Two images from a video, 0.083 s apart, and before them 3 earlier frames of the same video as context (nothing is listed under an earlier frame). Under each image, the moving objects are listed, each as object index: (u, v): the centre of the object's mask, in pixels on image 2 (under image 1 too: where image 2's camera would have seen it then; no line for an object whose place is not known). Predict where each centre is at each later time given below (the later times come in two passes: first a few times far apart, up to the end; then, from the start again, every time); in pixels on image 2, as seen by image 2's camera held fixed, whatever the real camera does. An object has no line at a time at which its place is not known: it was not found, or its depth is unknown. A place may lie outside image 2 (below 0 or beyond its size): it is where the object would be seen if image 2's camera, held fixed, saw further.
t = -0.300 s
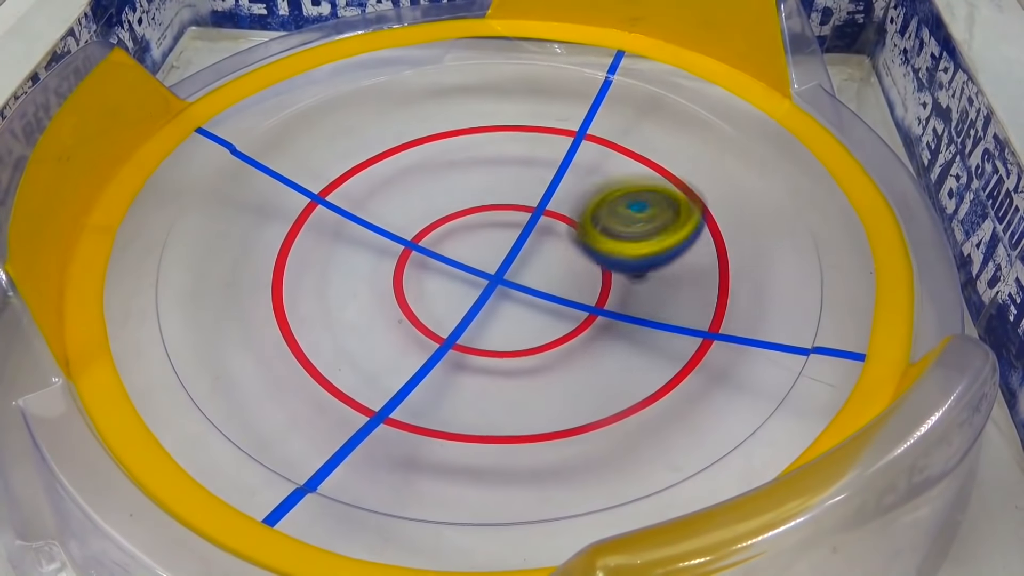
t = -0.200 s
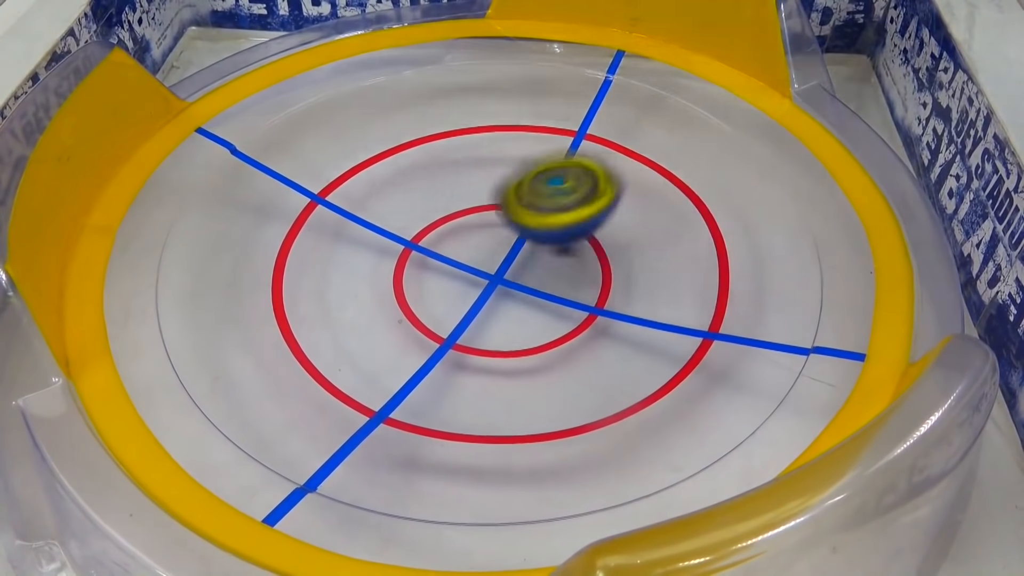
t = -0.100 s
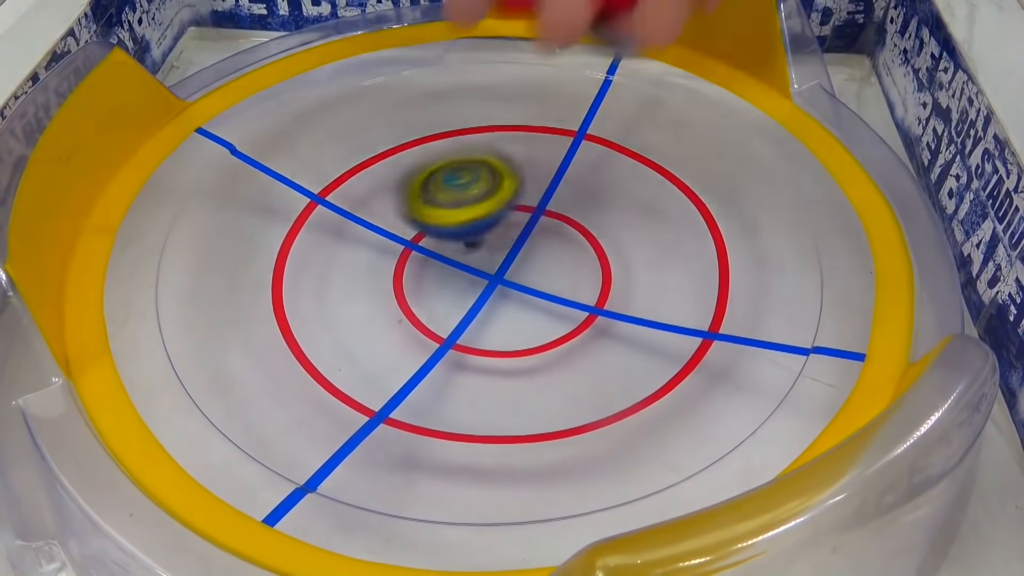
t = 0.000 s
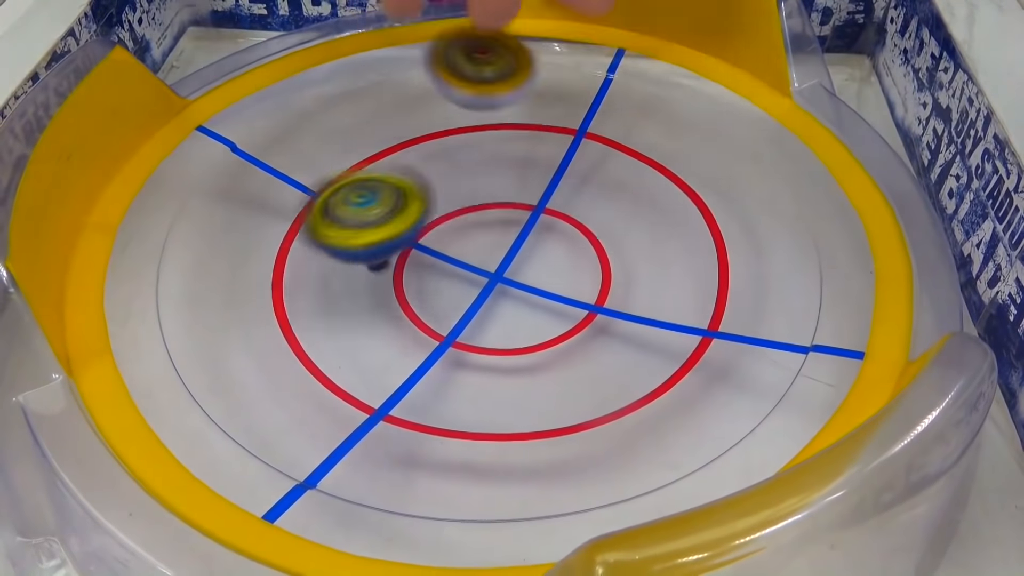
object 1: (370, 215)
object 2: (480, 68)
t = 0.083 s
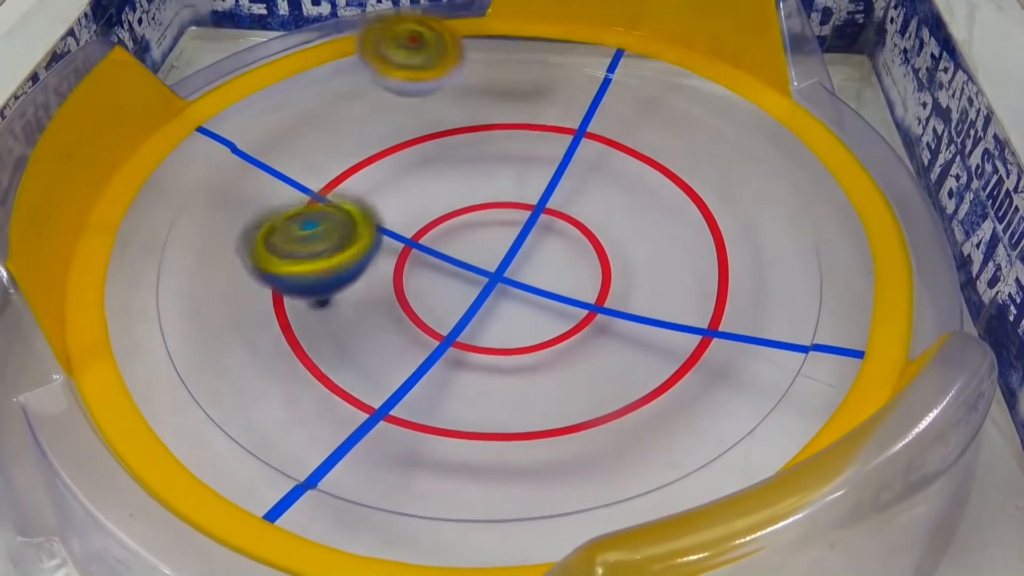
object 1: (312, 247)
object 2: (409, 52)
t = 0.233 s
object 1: (337, 338)
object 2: (326, 75)
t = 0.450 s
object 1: (631, 357)
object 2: (367, 220)
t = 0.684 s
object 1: (628, 138)
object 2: (627, 288)
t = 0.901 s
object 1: (346, 53)
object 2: (728, 160)
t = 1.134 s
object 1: (181, 257)
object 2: (561, 103)
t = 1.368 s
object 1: (545, 415)
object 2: (375, 192)
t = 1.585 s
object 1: (758, 150)
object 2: (449, 314)
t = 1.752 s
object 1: (592, 24)
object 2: (585, 312)
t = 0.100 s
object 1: (307, 257)
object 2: (397, 53)
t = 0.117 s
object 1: (301, 268)
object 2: (386, 53)
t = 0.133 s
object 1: (299, 274)
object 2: (376, 53)
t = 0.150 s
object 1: (301, 284)
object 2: (365, 55)
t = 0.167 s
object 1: (302, 295)
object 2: (356, 58)
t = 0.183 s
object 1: (307, 305)
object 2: (348, 60)
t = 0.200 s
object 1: (315, 318)
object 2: (340, 64)
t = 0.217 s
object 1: (325, 327)
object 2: (332, 70)
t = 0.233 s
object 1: (337, 338)
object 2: (326, 75)
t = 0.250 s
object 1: (352, 348)
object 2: (321, 82)
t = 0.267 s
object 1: (367, 355)
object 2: (316, 91)
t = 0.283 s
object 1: (388, 363)
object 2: (313, 98)
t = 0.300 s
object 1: (411, 372)
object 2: (312, 108)
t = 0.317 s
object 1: (434, 377)
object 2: (311, 118)
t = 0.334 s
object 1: (457, 382)
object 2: (312, 128)
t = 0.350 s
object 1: (483, 383)
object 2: (315, 142)
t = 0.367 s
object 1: (510, 385)
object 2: (319, 154)
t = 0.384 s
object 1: (536, 385)
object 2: (325, 166)
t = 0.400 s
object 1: (562, 383)
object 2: (332, 179)
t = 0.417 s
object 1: (586, 377)
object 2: (342, 192)
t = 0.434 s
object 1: (608, 368)
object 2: (354, 207)
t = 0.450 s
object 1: (631, 357)
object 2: (367, 220)
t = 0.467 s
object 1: (650, 344)
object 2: (381, 232)
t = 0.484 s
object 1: (666, 329)
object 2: (397, 244)
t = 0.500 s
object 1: (681, 313)
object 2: (415, 256)
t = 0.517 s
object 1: (691, 296)
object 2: (433, 268)
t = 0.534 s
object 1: (697, 279)
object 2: (452, 276)
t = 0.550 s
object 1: (700, 262)
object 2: (470, 285)
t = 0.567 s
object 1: (699, 247)
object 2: (490, 293)
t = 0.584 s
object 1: (696, 229)
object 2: (512, 295)
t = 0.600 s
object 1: (690, 212)
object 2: (531, 298)
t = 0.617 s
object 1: (682, 197)
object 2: (552, 300)
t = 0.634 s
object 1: (671, 181)
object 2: (571, 298)
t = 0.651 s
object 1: (659, 166)
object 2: (590, 296)
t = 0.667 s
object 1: (644, 153)
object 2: (610, 292)
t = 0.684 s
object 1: (628, 138)
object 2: (627, 288)
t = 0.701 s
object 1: (610, 126)
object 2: (644, 284)
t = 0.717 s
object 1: (591, 113)
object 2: (662, 277)
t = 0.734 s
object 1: (571, 104)
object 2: (677, 268)
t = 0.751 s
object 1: (550, 93)
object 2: (691, 257)
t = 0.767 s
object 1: (529, 83)
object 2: (702, 251)
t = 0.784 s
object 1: (508, 76)
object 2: (713, 240)
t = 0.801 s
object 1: (485, 69)
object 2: (721, 229)
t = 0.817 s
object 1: (462, 63)
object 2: (728, 217)
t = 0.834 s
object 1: (438, 59)
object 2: (732, 206)
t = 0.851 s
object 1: (415, 56)
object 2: (734, 193)
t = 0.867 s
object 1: (393, 54)
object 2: (734, 181)
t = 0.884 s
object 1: (369, 53)
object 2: (732, 170)
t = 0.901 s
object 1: (346, 53)
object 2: (728, 160)
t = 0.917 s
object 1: (323, 55)
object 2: (722, 152)
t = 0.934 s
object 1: (303, 62)
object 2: (715, 144)
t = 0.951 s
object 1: (287, 72)
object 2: (706, 138)
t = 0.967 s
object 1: (273, 87)
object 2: (696, 132)
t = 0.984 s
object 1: (259, 102)
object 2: (686, 124)
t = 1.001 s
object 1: (243, 115)
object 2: (676, 120)
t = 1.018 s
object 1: (227, 127)
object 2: (662, 116)
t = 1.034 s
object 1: (211, 143)
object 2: (650, 112)
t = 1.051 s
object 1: (195, 157)
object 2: (638, 108)
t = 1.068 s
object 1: (183, 174)
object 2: (624, 106)
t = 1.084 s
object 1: (179, 194)
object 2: (609, 105)
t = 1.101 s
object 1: (177, 216)
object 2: (593, 103)
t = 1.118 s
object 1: (177, 236)
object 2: (578, 103)
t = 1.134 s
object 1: (181, 257)
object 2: (561, 103)
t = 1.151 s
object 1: (185, 278)
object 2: (545, 105)
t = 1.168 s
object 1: (192, 302)
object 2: (529, 107)
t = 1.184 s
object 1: (202, 321)
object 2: (512, 110)
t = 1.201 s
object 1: (217, 342)
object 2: (497, 114)
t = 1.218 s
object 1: (237, 364)
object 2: (480, 117)
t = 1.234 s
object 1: (263, 381)
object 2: (466, 124)
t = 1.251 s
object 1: (290, 396)
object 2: (450, 130)
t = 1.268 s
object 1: (322, 409)
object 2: (437, 138)
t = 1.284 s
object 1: (357, 420)
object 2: (424, 145)
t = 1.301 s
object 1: (394, 424)
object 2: (412, 154)
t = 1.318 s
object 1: (432, 427)
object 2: (402, 163)
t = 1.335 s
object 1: (471, 426)
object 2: (390, 173)
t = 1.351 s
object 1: (506, 420)
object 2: (382, 183)
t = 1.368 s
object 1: (545, 415)
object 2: (375, 192)
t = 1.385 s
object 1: (580, 403)
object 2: (371, 203)
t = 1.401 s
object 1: (610, 388)
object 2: (368, 214)
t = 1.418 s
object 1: (640, 373)
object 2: (367, 222)
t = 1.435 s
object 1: (668, 357)
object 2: (368, 234)
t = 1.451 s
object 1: (693, 337)
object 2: (371, 243)
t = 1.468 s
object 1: (715, 314)
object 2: (375, 253)
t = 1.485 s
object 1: (731, 289)
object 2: (382, 264)
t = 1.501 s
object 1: (745, 266)
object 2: (390, 275)
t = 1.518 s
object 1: (755, 243)
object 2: (400, 284)
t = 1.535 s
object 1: (762, 219)
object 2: (413, 292)
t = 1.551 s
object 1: (764, 195)
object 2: (424, 301)
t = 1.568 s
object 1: (762, 172)
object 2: (436, 310)
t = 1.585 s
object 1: (758, 150)
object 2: (449, 314)
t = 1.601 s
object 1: (751, 132)
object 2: (463, 320)
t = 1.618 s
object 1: (745, 112)
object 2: (478, 322)
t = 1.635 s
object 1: (735, 95)
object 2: (493, 325)
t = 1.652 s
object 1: (721, 78)
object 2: (508, 326)
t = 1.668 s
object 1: (704, 63)
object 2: (522, 326)
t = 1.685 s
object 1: (682, 49)
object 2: (537, 326)
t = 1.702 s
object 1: (660, 40)
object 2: (550, 323)
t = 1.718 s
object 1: (637, 34)
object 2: (563, 322)
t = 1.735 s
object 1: (615, 28)
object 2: (576, 318)
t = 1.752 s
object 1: (592, 24)
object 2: (585, 312)
